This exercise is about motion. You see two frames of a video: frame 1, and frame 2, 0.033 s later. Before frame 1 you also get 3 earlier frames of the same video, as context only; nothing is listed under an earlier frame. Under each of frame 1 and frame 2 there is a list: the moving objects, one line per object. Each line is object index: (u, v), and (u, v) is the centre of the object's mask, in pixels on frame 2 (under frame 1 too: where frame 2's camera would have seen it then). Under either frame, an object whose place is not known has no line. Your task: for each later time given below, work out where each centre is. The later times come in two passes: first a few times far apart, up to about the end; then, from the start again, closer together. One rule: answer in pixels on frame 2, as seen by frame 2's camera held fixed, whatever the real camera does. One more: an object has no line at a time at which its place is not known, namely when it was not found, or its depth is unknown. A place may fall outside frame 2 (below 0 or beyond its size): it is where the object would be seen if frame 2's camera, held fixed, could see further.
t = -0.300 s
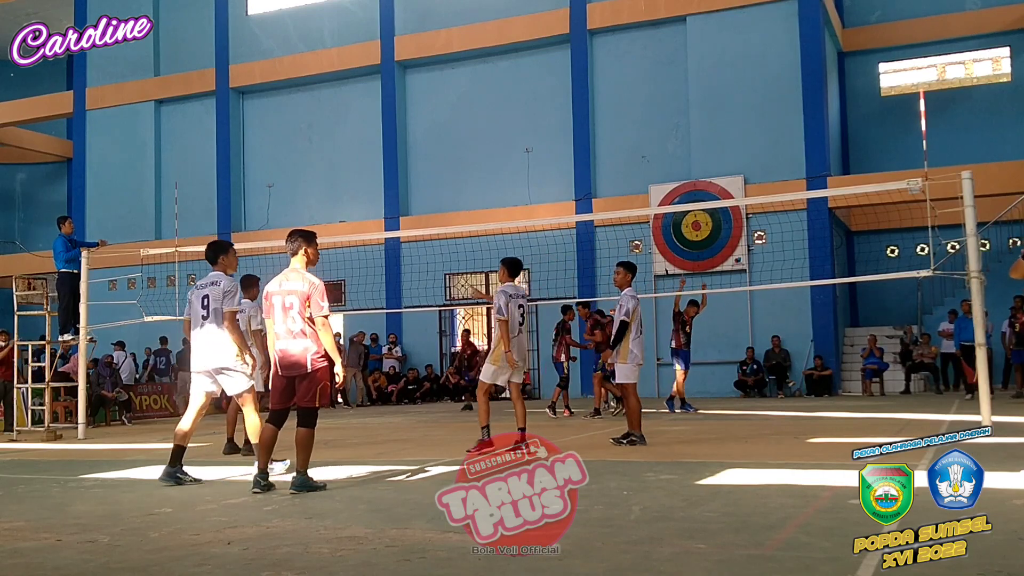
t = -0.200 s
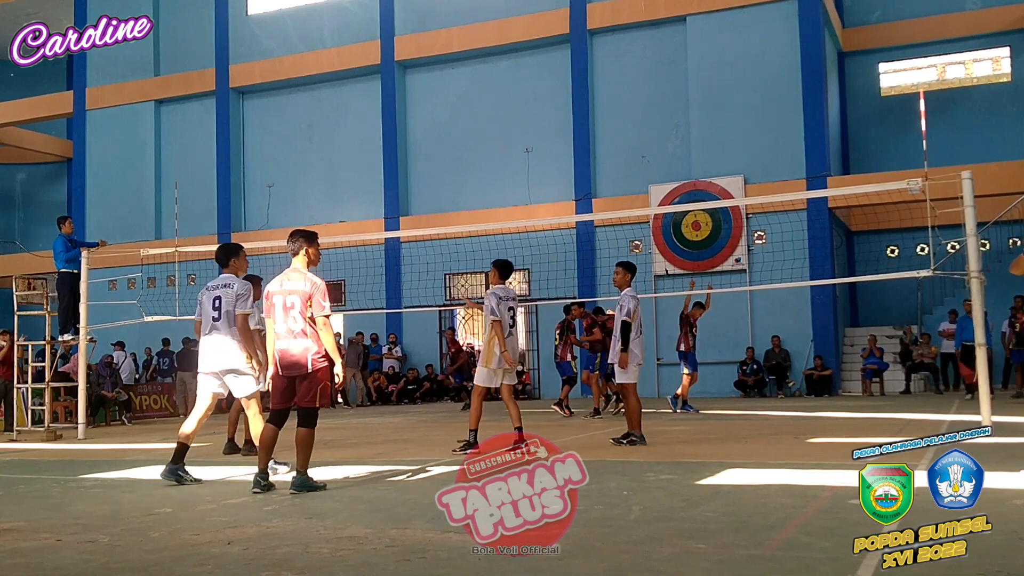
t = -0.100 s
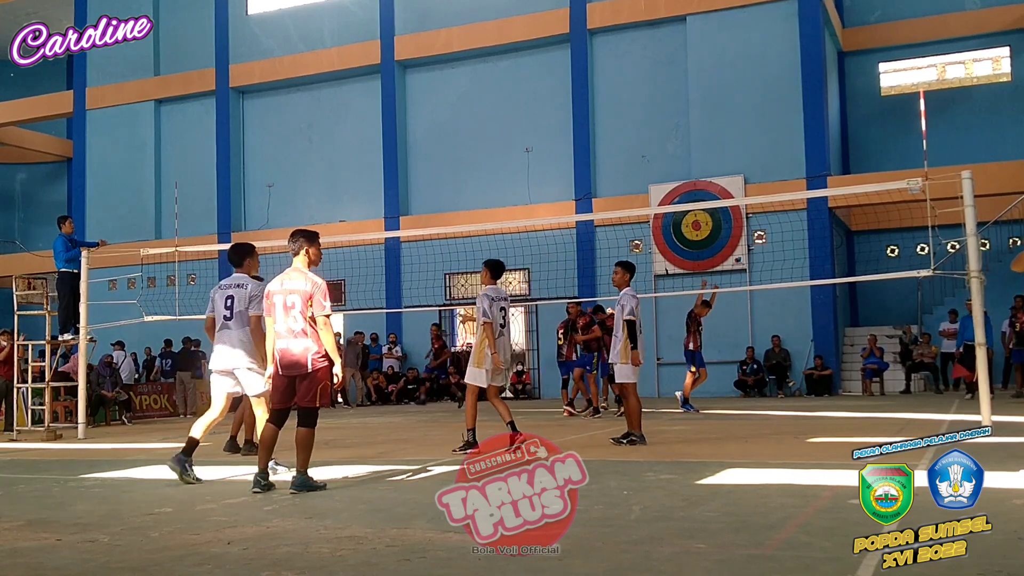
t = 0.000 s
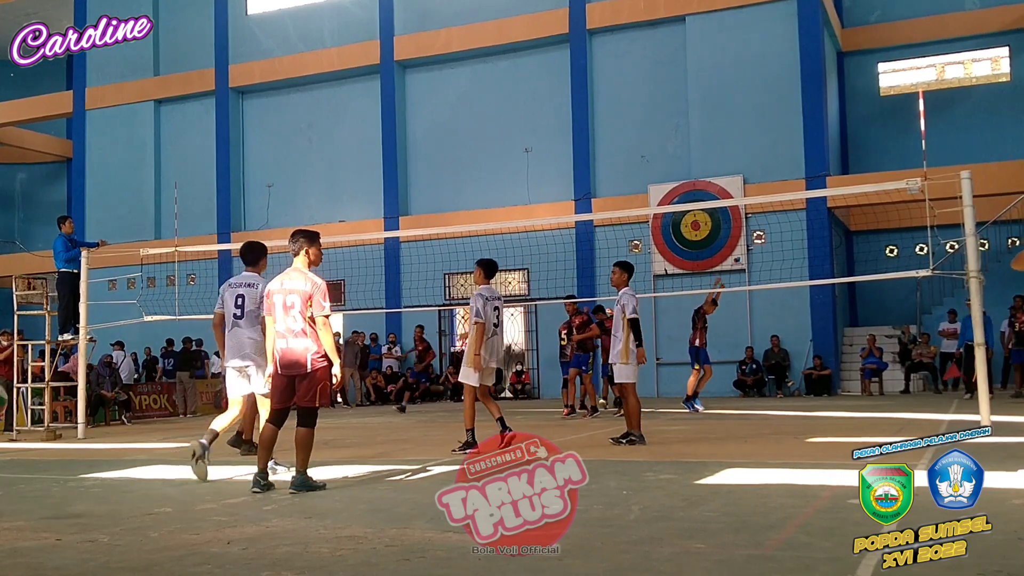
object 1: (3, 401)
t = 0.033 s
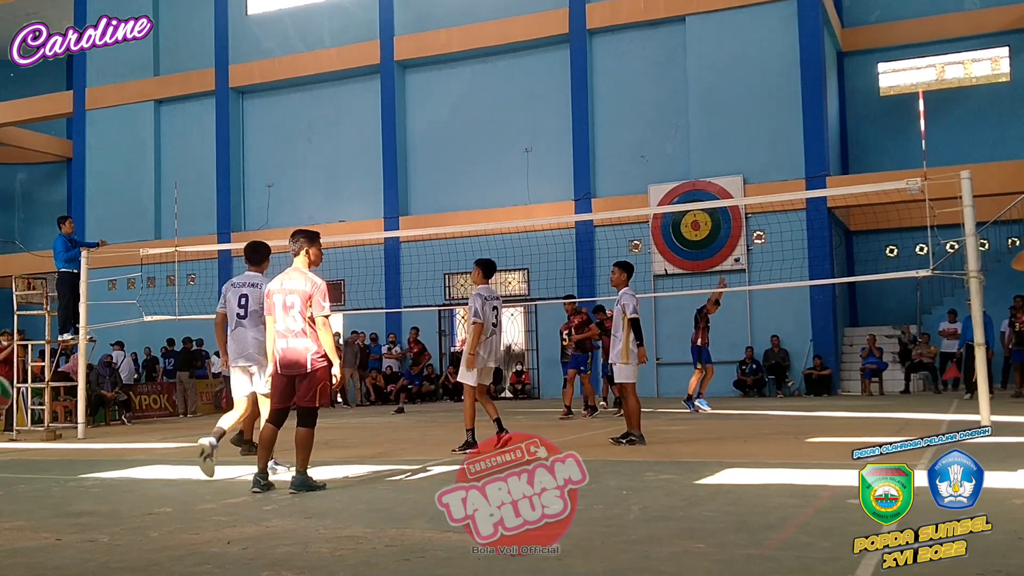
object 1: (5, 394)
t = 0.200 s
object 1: (15, 395)
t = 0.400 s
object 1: (41, 458)
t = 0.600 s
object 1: (63, 440)
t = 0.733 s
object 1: (76, 411)
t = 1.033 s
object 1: (103, 446)
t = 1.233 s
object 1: (121, 440)
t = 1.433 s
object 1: (137, 418)
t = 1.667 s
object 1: (156, 462)
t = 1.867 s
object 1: (168, 428)
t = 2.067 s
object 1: (181, 430)
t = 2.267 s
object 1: (193, 445)
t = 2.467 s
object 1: (203, 427)
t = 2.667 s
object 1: (212, 455)
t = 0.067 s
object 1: (7, 391)
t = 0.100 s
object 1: (9, 389)
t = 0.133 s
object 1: (11, 389)
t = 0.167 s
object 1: (13, 391)
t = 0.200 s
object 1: (15, 395)
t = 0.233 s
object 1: (19, 401)
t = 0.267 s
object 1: (24, 409)
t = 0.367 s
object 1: (36, 442)
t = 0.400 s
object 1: (41, 458)
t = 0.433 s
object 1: (45, 474)
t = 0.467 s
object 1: (48, 492)
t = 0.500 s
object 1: (53, 482)
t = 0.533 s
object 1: (56, 468)
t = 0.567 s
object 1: (60, 452)
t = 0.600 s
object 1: (63, 440)
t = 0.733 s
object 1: (76, 411)
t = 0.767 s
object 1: (79, 409)
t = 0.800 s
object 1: (83, 408)
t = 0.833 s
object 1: (86, 409)
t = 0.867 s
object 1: (89, 411)
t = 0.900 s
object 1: (91, 414)
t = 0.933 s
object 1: (94, 420)
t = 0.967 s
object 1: (97, 427)
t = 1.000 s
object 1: (100, 435)
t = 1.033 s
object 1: (103, 446)
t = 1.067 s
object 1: (106, 458)
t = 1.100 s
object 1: (109, 472)
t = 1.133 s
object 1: (112, 473)
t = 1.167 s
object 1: (115, 460)
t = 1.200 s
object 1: (118, 449)
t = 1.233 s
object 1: (121, 440)
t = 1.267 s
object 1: (123, 432)
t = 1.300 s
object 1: (126, 427)
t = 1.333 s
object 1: (129, 422)
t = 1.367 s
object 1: (131, 420)
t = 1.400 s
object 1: (134, 418)
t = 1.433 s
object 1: (137, 418)
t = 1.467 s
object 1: (139, 420)
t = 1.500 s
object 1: (142, 423)
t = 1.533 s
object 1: (145, 428)
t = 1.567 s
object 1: (148, 434)
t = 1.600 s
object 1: (151, 442)
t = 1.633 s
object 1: (153, 451)
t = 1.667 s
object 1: (156, 462)
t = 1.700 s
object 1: (158, 466)
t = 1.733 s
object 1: (160, 454)
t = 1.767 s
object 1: (163, 445)
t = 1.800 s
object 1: (164, 438)
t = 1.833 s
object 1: (166, 433)
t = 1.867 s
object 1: (168, 428)
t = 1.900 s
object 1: (170, 426)
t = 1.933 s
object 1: (172, 424)
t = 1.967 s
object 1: (175, 424)
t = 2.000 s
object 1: (177, 425)
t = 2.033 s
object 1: (179, 427)
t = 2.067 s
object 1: (181, 430)
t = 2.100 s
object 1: (183, 436)
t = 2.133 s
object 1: (186, 443)
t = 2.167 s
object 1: (188, 451)
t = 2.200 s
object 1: (190, 459)
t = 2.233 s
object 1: (192, 453)
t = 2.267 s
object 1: (193, 445)
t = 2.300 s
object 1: (194, 439)
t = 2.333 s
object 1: (196, 434)
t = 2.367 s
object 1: (198, 430)
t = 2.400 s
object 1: (199, 428)
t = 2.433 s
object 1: (201, 427)
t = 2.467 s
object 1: (203, 427)
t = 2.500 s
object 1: (204, 429)
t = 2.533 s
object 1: (205, 432)
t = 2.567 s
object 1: (207, 436)
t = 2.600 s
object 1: (209, 441)
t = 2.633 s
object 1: (211, 448)
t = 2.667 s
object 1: (212, 455)
